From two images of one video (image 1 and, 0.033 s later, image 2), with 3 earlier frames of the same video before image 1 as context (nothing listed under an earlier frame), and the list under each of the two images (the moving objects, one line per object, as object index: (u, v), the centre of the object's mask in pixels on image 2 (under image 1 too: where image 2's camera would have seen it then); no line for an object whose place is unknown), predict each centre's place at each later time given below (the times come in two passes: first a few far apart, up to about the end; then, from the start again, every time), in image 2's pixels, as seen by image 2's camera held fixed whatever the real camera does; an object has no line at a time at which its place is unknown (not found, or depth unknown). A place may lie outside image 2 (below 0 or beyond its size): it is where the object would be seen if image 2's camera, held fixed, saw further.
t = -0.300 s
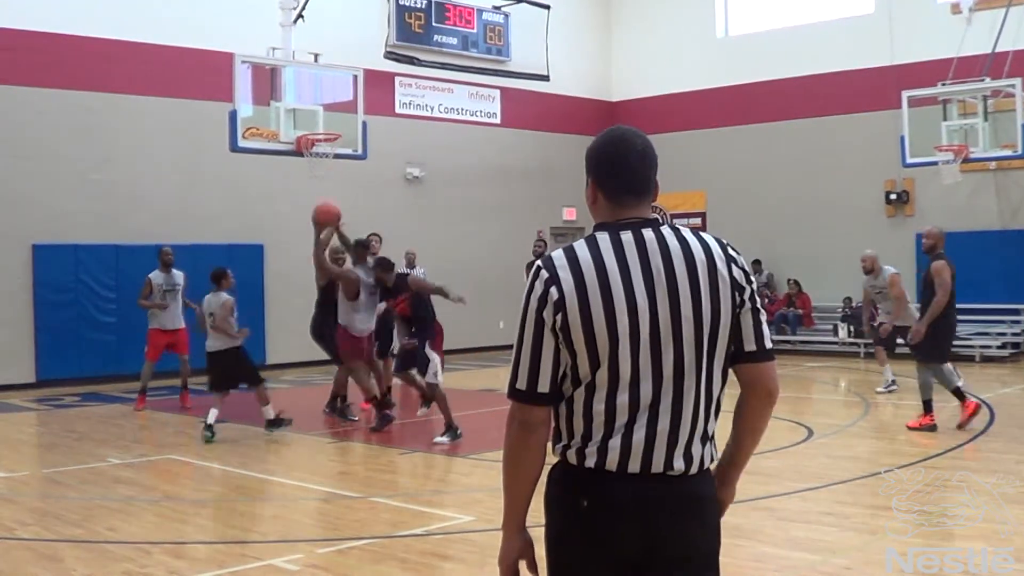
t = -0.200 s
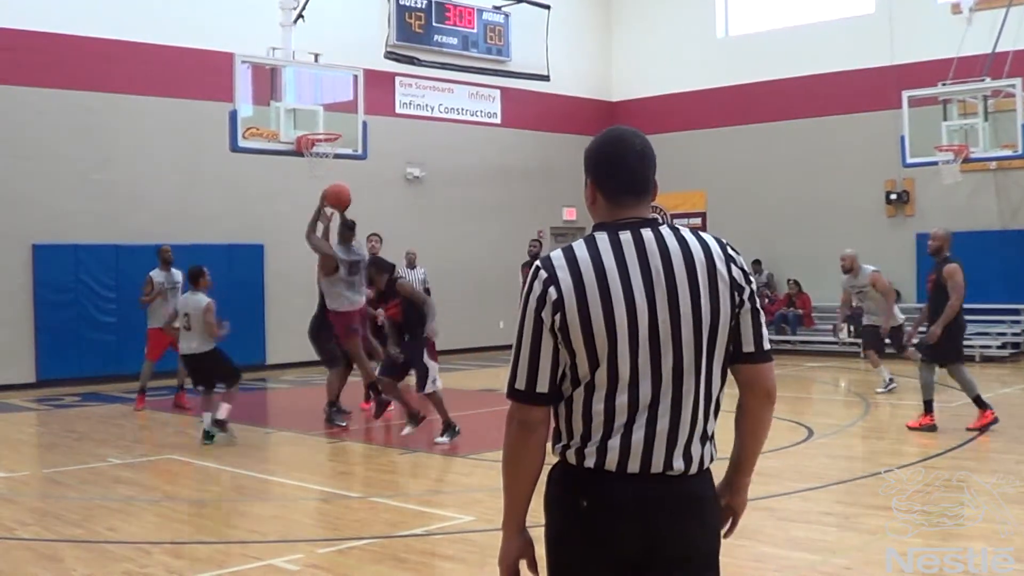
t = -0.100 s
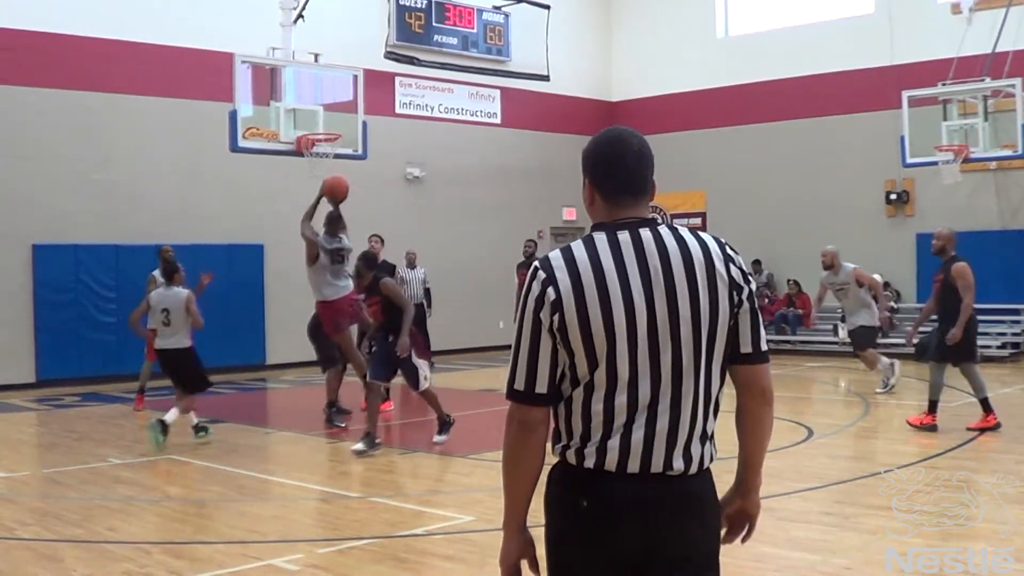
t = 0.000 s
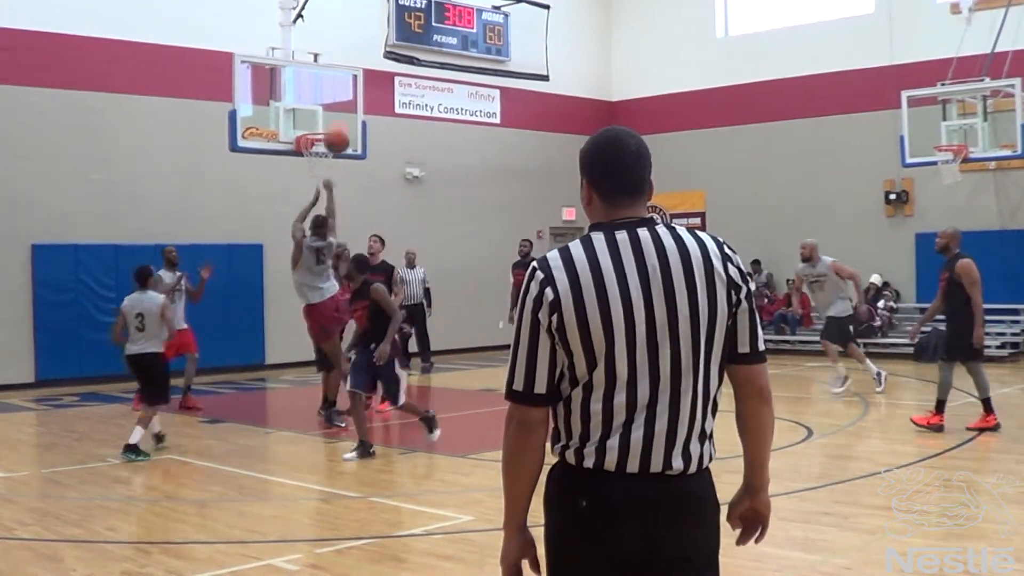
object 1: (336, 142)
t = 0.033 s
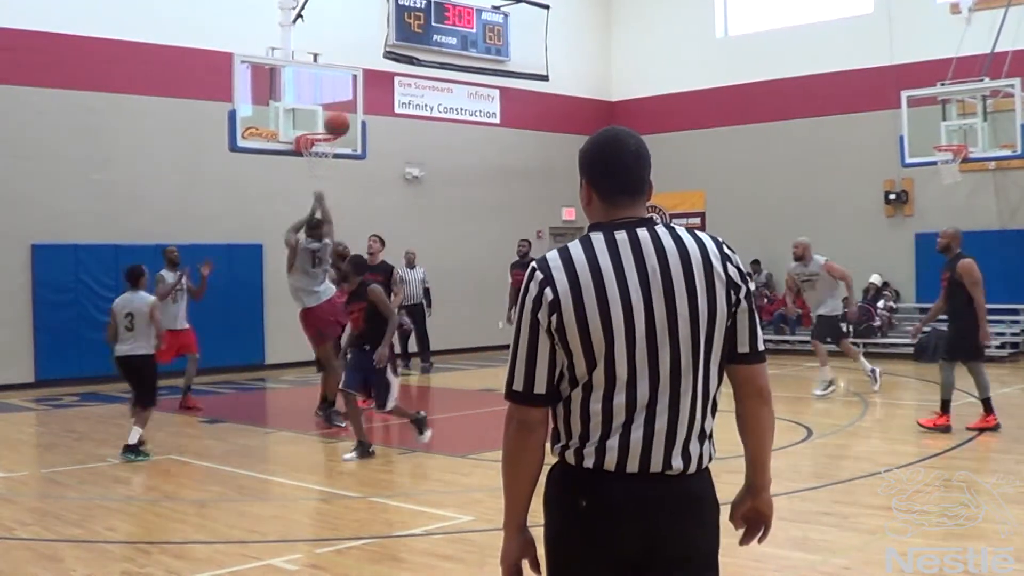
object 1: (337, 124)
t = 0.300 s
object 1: (343, 35)
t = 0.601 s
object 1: (350, 24)
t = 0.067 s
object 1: (337, 108)
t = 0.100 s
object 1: (338, 94)
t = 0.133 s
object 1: (339, 81)
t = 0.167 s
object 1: (340, 69)
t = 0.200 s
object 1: (341, 59)
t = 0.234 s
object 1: (341, 50)
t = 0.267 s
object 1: (342, 42)
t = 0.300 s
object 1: (343, 35)
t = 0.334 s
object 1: (344, 30)
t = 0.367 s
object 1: (345, 25)
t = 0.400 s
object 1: (345, 22)
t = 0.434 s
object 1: (346, 20)
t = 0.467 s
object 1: (347, 19)
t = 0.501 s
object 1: (348, 19)
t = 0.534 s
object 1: (348, 19)
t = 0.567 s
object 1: (349, 21)
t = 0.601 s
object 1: (350, 24)
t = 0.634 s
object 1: (350, 28)
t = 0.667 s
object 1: (351, 33)
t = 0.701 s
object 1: (352, 38)
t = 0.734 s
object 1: (352, 45)
